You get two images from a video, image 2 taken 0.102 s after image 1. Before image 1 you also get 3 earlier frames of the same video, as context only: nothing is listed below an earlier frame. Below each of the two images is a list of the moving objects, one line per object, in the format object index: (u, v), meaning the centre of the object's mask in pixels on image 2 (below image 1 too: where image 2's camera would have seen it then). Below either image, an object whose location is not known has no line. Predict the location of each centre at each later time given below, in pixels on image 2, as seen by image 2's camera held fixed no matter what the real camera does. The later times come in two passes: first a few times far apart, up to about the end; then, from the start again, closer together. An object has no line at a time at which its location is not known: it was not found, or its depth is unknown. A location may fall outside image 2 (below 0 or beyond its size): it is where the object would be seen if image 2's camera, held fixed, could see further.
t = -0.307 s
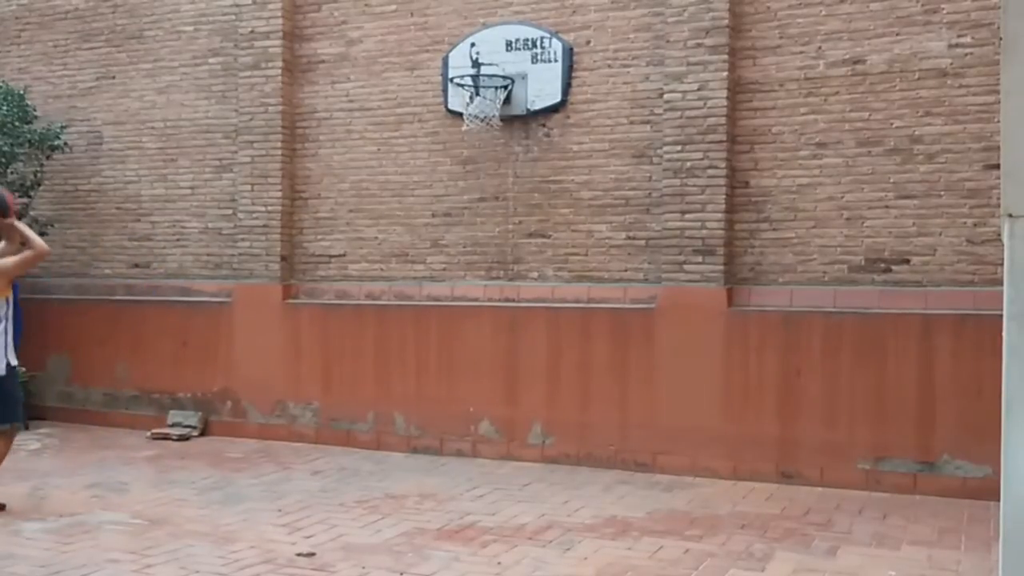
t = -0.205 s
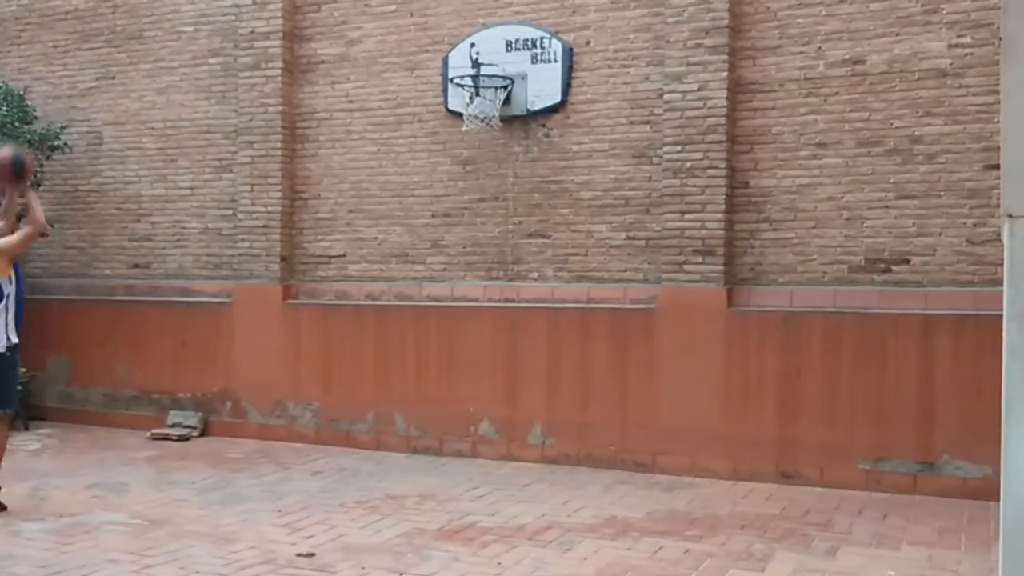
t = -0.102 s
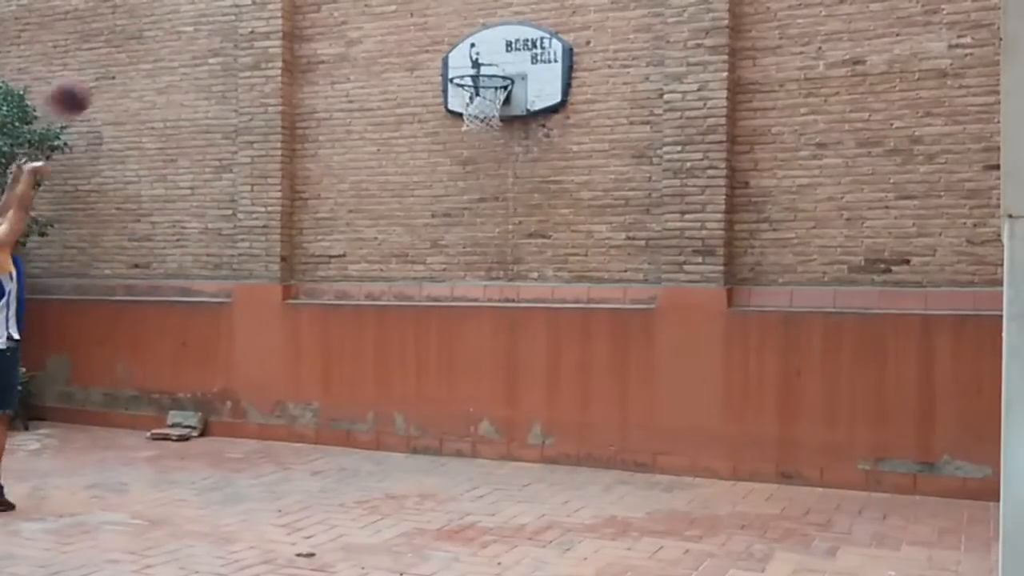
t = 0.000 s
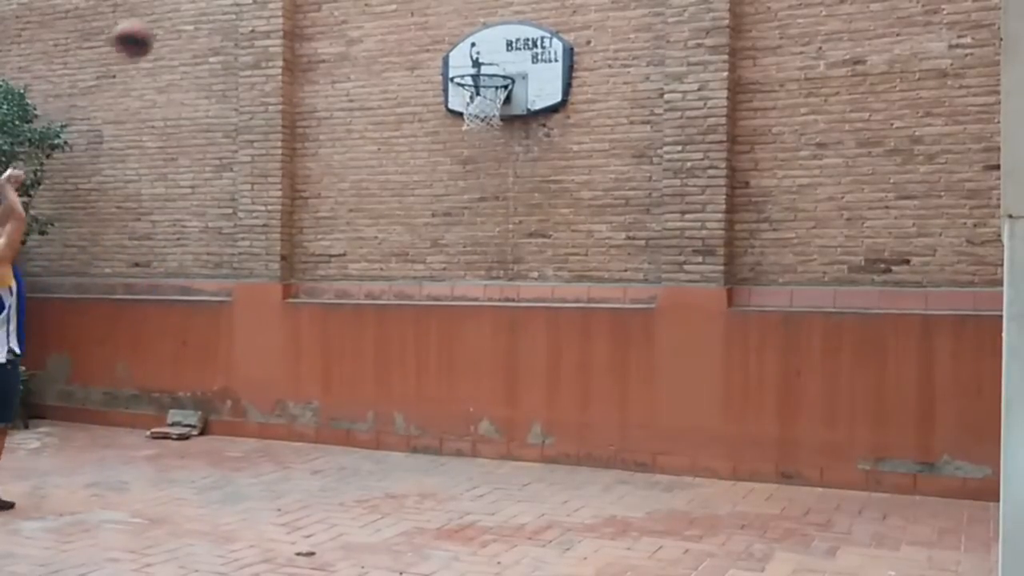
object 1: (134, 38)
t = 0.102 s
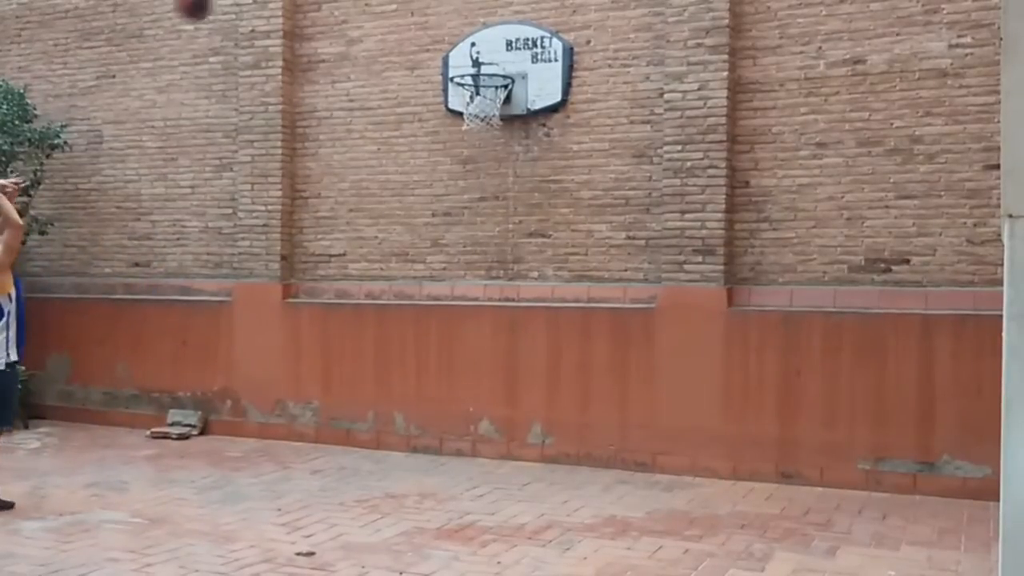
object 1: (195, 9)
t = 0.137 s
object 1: (217, 5)
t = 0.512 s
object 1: (412, 15)
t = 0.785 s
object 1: (505, 107)
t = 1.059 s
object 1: (482, 161)
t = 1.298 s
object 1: (461, 268)
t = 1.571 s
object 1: (381, 235)
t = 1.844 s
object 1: (277, 253)
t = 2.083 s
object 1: (164, 376)
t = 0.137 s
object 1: (217, 5)
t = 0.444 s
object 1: (377, 5)
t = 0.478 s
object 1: (395, 8)
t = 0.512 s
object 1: (412, 15)
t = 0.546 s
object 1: (427, 25)
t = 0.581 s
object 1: (443, 38)
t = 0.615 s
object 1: (458, 50)
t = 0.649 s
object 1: (473, 64)
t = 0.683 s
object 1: (490, 83)
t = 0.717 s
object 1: (502, 101)
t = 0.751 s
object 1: (505, 105)
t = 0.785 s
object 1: (505, 107)
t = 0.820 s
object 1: (502, 108)
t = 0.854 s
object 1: (499, 110)
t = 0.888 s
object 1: (497, 115)
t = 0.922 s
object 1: (491, 122)
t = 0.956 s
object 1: (489, 130)
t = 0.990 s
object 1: (487, 138)
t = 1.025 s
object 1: (483, 149)
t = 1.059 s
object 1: (482, 161)
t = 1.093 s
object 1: (481, 180)
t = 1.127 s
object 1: (477, 190)
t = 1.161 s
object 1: (475, 207)
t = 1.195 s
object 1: (470, 218)
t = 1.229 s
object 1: (466, 233)
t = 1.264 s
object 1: (467, 249)
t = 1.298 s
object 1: (461, 268)
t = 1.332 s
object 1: (458, 292)
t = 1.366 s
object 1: (446, 283)
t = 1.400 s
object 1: (435, 270)
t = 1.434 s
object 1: (425, 260)
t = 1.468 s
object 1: (415, 252)
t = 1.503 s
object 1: (403, 246)
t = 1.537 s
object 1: (392, 241)
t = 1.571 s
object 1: (381, 235)
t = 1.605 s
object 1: (368, 232)
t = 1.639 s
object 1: (357, 230)
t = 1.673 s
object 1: (344, 229)
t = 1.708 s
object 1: (332, 229)
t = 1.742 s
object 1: (318, 233)
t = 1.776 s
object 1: (304, 237)
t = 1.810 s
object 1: (293, 243)
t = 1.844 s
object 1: (277, 253)
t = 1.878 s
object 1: (262, 264)
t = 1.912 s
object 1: (247, 278)
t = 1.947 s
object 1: (233, 292)
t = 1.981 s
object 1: (217, 312)
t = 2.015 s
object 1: (201, 328)
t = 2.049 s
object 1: (183, 350)
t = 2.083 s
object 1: (164, 376)
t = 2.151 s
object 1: (129, 437)
